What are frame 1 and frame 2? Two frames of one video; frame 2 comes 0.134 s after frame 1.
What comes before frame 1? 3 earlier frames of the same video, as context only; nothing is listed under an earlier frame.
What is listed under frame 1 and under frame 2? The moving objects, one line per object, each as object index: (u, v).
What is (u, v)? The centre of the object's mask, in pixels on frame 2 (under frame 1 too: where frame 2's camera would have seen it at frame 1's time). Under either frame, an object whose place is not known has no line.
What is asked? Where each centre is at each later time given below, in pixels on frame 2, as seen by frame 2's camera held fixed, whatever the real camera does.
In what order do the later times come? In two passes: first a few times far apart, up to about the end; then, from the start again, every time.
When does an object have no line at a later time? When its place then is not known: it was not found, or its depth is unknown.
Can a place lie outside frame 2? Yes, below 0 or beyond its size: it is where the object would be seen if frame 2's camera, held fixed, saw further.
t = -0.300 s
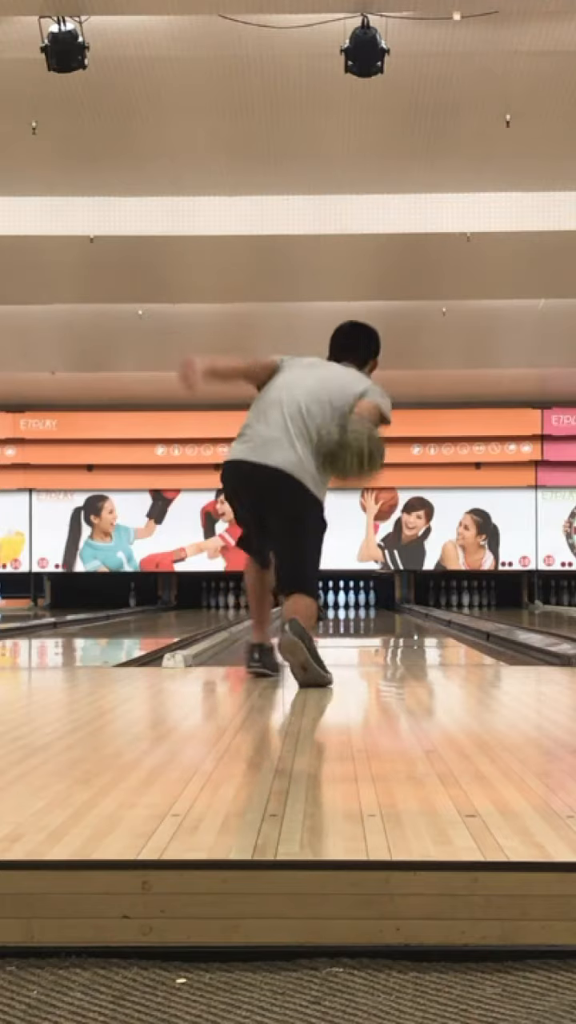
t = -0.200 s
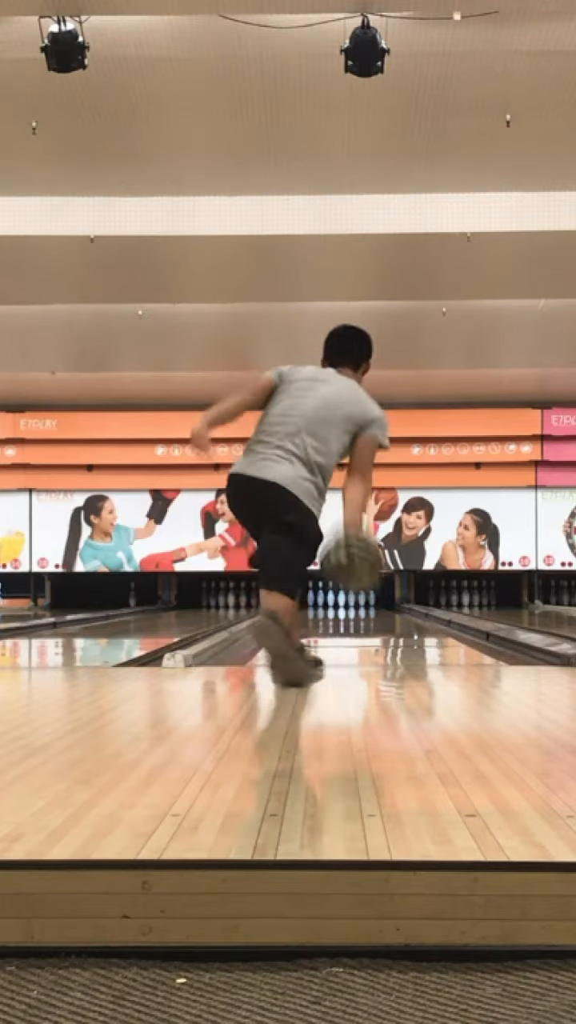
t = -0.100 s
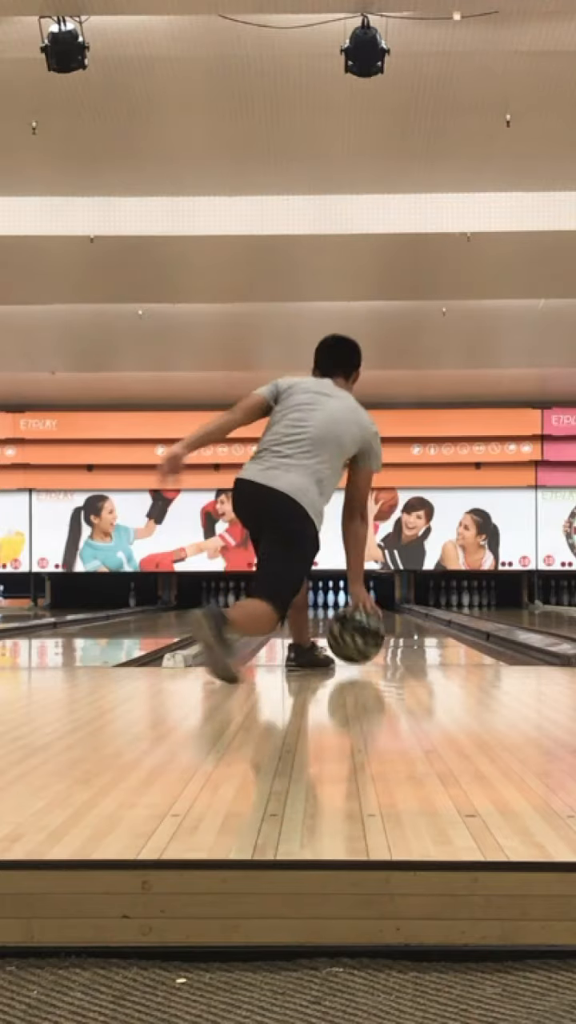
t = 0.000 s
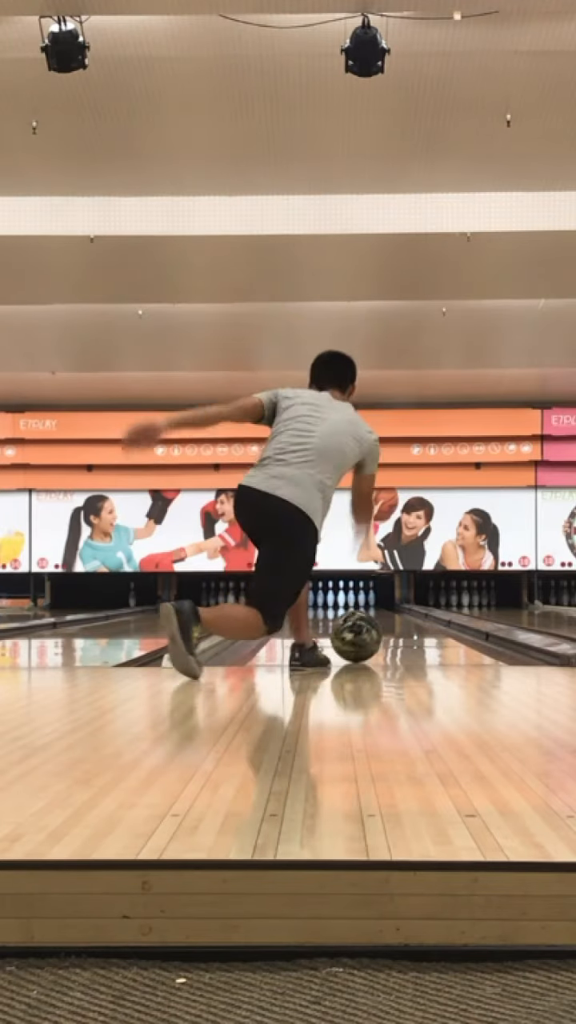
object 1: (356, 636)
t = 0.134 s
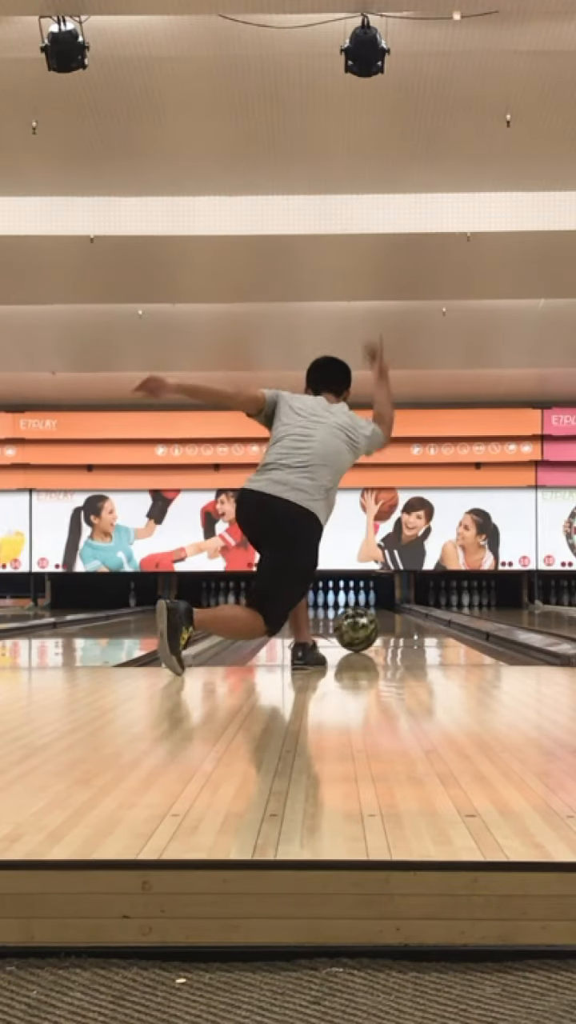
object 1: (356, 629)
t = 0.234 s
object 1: (356, 624)
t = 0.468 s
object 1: (356, 616)
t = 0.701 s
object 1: (355, 614)
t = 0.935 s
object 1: (355, 610)
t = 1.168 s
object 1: (354, 607)
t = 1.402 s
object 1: (354, 604)
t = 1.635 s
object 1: (353, 602)
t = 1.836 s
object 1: (352, 601)
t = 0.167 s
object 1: (356, 627)
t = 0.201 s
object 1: (357, 626)
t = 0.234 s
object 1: (356, 624)
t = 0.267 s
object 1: (356, 623)
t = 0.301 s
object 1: (356, 622)
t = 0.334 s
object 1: (356, 620)
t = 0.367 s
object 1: (356, 620)
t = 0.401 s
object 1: (356, 619)
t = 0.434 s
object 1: (357, 618)
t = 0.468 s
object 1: (356, 616)
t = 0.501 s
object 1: (356, 617)
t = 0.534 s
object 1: (356, 617)
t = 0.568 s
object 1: (356, 616)
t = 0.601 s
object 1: (355, 615)
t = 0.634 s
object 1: (355, 615)
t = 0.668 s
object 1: (355, 614)
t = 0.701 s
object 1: (355, 614)
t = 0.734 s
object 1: (355, 613)
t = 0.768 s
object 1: (355, 613)
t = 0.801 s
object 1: (355, 611)
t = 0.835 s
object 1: (355, 611)
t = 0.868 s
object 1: (355, 610)
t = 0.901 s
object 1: (355, 609)
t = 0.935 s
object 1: (355, 610)
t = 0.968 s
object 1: (355, 609)
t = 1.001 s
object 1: (355, 609)
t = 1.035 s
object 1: (355, 608)
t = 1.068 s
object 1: (355, 607)
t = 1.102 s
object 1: (354, 607)
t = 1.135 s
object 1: (355, 607)
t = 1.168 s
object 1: (354, 607)
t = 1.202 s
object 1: (354, 606)
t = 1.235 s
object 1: (354, 606)
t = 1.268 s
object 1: (354, 605)
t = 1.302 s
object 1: (354, 605)
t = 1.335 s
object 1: (354, 605)
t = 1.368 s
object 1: (353, 604)
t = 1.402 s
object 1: (354, 604)
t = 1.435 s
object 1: (354, 603)
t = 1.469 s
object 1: (354, 604)
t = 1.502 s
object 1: (354, 604)
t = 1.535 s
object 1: (353, 603)
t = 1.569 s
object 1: (353, 603)
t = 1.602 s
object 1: (353, 602)
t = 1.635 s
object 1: (353, 602)
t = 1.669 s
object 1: (352, 602)
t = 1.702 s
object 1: (352, 602)
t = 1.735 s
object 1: (352, 602)
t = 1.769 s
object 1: (352, 602)
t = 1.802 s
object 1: (352, 602)
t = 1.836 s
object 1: (352, 601)
